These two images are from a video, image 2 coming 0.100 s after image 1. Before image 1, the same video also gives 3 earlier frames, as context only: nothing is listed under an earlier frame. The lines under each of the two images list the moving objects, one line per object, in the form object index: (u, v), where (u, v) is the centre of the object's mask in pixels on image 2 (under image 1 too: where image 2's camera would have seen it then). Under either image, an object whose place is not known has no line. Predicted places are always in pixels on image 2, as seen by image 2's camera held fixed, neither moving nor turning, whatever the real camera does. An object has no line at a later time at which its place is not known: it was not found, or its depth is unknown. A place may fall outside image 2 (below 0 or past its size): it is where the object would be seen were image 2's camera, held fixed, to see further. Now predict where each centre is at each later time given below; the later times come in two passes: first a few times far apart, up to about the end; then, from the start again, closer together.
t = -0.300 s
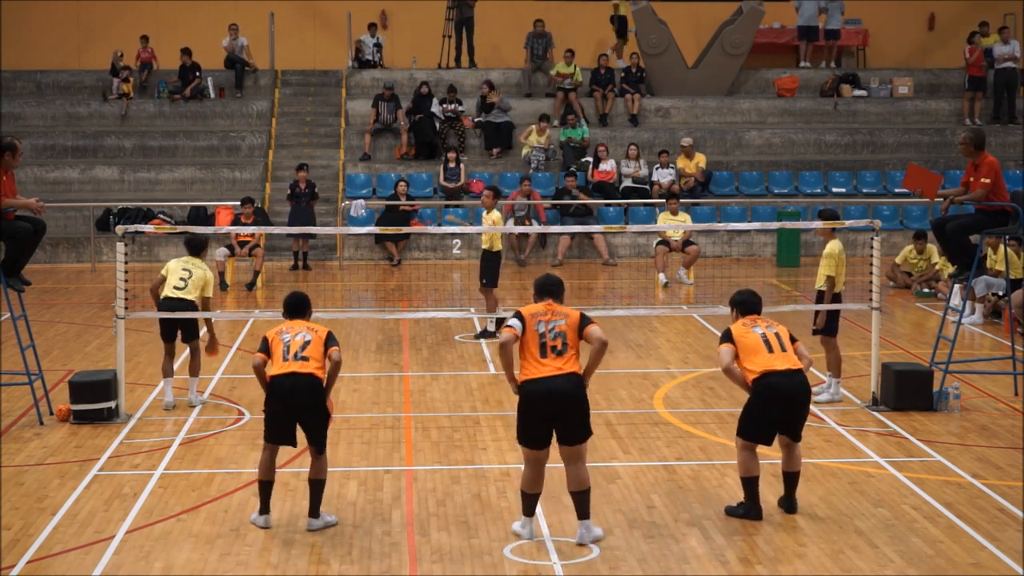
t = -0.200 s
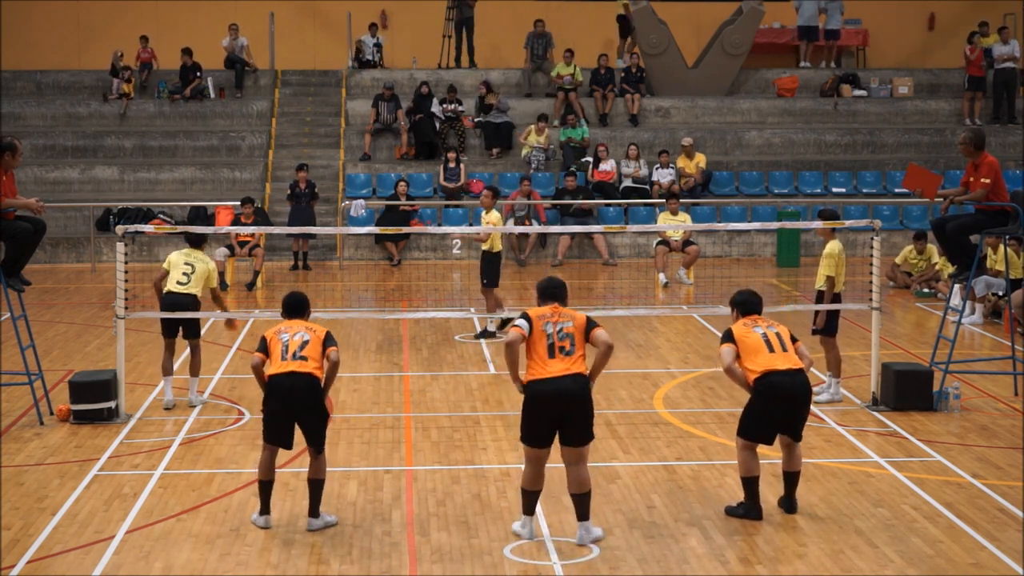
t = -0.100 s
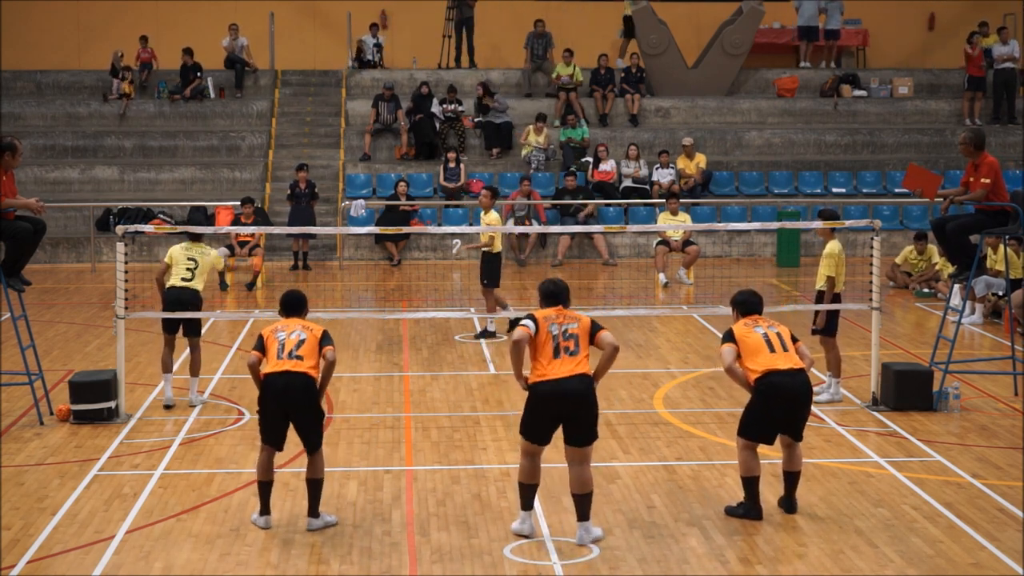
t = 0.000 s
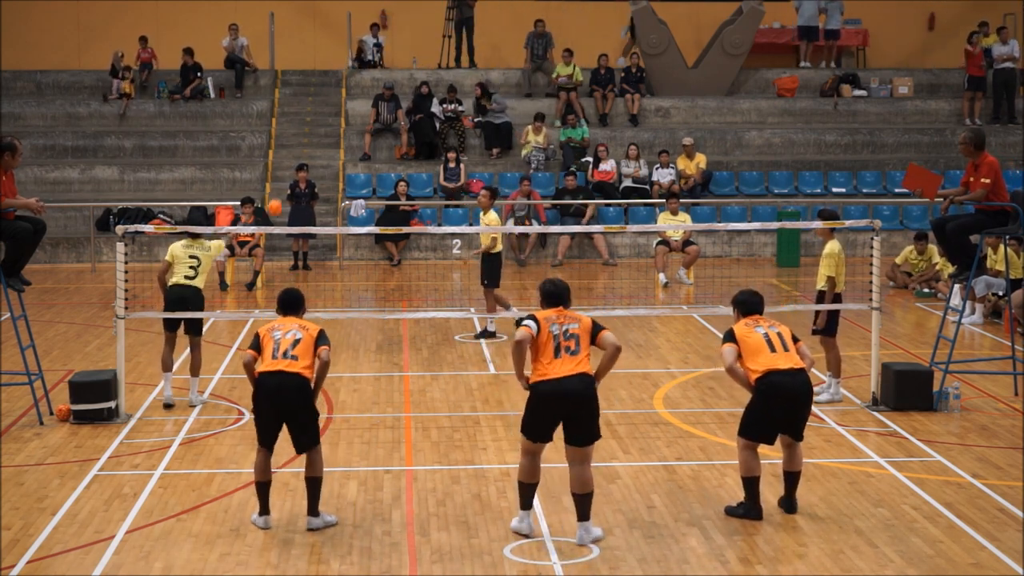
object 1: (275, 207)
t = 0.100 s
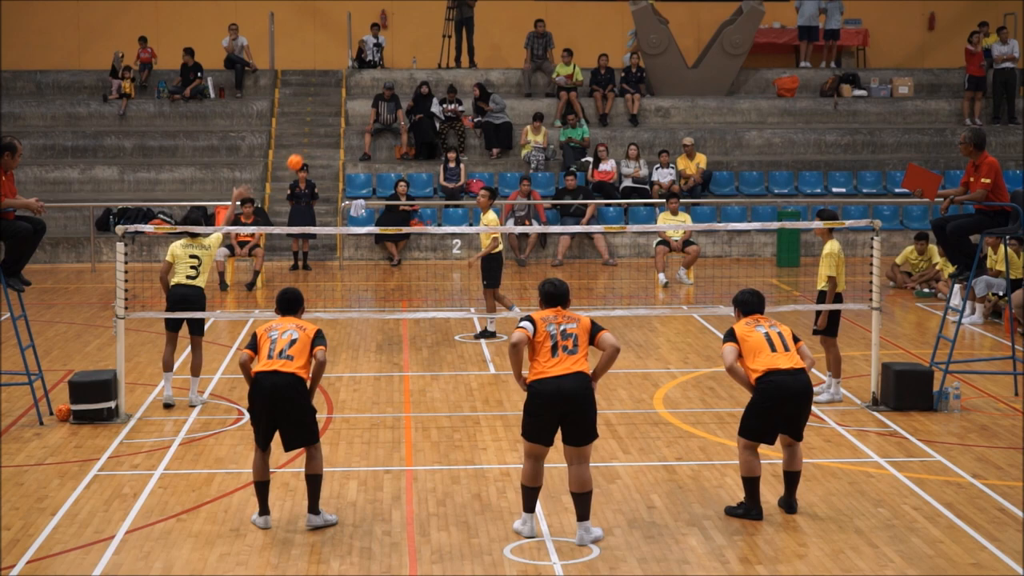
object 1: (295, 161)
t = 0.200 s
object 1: (314, 129)
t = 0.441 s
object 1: (360, 96)
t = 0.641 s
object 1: (396, 114)
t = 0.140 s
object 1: (303, 147)
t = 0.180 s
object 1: (310, 135)
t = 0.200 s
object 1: (314, 129)
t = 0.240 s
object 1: (322, 118)
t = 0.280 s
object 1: (330, 111)
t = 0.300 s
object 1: (334, 108)
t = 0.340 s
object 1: (341, 102)
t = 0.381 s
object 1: (349, 98)
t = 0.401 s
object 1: (352, 97)
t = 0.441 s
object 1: (360, 96)
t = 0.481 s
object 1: (367, 96)
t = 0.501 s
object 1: (371, 97)
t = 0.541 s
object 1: (377, 100)
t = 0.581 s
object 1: (385, 104)
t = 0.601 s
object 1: (388, 107)
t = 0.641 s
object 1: (396, 114)
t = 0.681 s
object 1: (402, 122)
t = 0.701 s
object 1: (405, 127)
